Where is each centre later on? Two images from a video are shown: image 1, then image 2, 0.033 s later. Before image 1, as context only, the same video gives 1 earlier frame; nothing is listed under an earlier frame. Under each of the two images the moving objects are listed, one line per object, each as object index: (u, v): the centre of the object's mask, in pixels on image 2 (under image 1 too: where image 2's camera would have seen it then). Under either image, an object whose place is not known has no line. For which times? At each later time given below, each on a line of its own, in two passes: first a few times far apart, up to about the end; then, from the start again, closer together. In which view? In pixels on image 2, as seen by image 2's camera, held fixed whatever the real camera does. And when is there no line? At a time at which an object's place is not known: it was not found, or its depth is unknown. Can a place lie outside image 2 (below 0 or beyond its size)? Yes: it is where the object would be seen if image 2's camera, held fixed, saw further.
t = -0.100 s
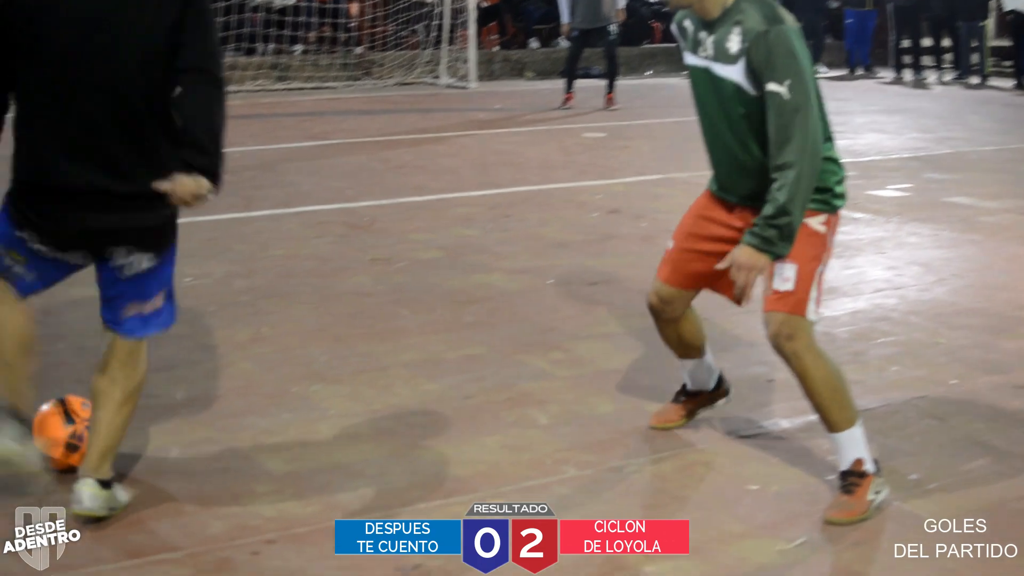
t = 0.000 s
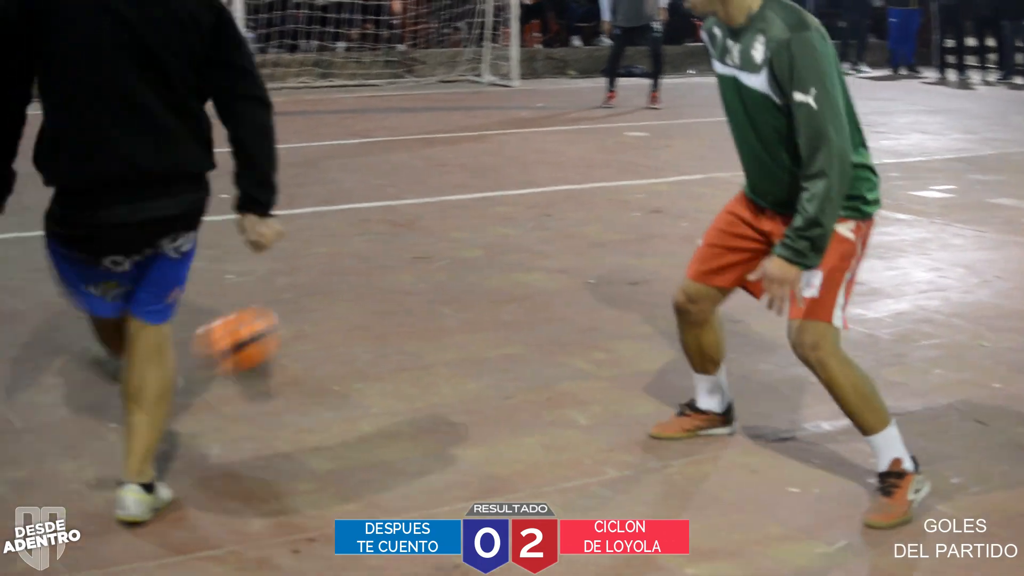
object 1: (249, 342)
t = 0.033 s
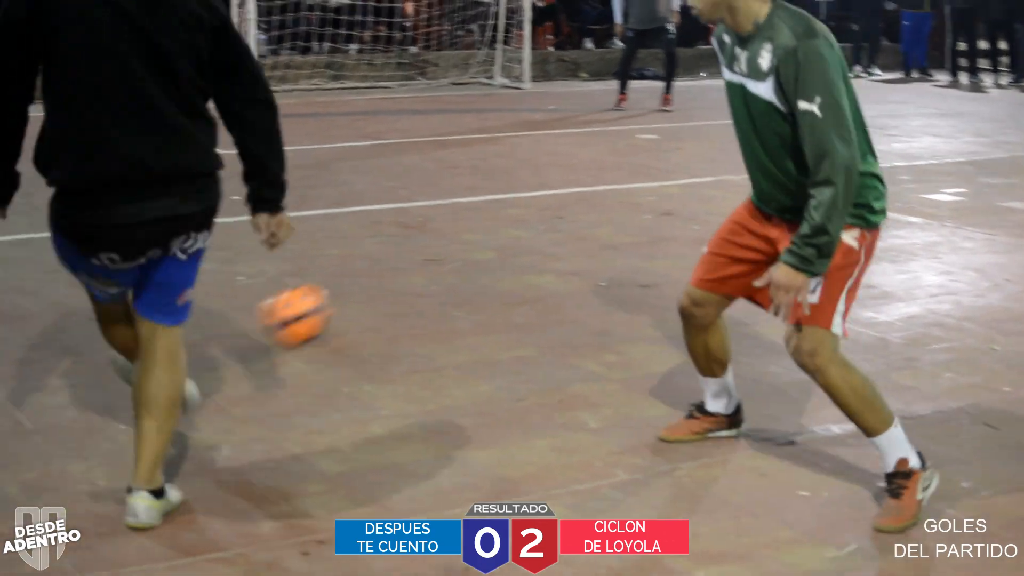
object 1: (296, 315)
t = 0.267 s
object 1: (481, 195)
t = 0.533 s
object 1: (573, 136)
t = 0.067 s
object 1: (333, 289)
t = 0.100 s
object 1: (366, 265)
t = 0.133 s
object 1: (395, 247)
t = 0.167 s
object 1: (420, 234)
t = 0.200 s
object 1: (442, 220)
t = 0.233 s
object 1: (463, 205)
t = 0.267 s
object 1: (481, 195)
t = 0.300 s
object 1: (495, 186)
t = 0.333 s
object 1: (510, 176)
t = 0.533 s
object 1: (573, 136)
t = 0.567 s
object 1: (580, 130)
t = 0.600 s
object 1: (587, 126)
